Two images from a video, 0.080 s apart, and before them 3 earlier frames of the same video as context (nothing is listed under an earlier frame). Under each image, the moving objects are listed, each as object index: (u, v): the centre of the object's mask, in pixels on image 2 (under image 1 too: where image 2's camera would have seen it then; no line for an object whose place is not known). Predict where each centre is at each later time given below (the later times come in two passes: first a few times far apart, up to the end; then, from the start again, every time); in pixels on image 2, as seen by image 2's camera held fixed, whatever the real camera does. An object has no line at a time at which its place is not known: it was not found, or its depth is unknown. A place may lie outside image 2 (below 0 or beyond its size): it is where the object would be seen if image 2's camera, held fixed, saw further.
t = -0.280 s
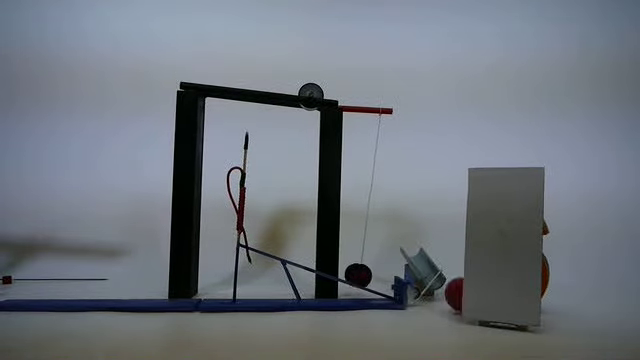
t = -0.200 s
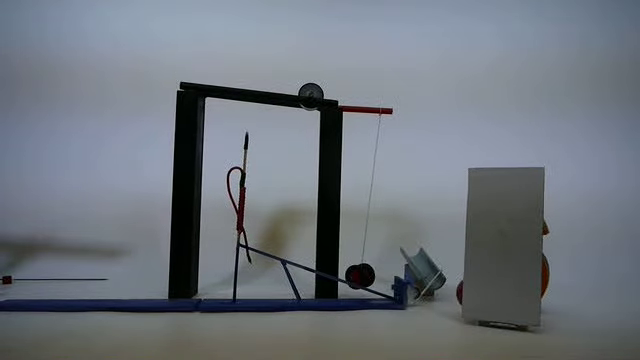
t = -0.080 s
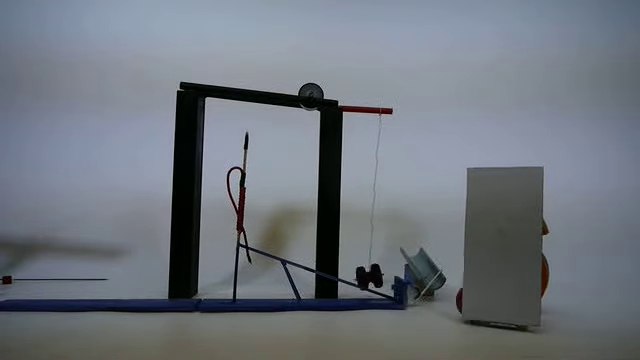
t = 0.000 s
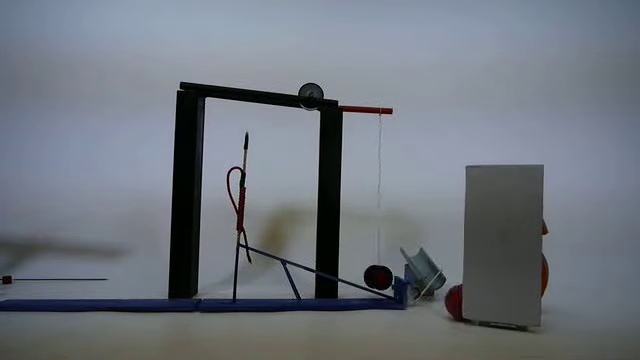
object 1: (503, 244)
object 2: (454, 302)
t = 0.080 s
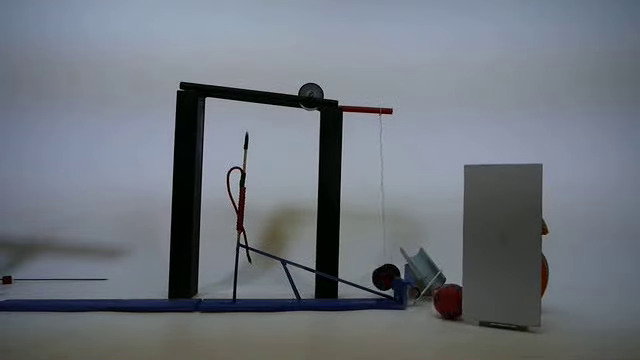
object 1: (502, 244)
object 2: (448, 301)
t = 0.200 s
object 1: (502, 243)
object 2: (435, 299)
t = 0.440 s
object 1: (501, 243)
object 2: (414, 298)
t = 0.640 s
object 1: (500, 243)
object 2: (411, 299)
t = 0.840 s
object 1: (493, 253)
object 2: (408, 300)
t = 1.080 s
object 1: (481, 343)
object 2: (404, 301)
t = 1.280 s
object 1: (481, 343)
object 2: (404, 301)
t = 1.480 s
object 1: (481, 343)
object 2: (404, 302)
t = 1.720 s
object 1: (481, 343)
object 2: (404, 301)
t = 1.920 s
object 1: (481, 343)
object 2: (404, 301)
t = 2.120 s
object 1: (481, 343)
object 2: (404, 301)
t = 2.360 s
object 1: (481, 343)
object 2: (404, 302)
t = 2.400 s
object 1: (481, 343)
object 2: (404, 302)
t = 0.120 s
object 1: (502, 243)
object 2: (445, 301)
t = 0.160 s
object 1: (502, 243)
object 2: (440, 300)
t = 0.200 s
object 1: (502, 243)
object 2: (435, 299)
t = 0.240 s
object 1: (502, 243)
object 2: (430, 299)
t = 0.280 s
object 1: (502, 243)
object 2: (425, 298)
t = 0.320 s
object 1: (502, 243)
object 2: (421, 297)
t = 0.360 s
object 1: (502, 243)
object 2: (416, 297)
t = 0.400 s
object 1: (502, 243)
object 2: (415, 297)
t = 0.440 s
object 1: (501, 243)
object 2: (414, 298)
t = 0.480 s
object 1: (501, 243)
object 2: (414, 298)
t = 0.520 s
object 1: (501, 243)
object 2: (413, 298)
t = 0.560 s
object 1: (501, 243)
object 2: (413, 299)
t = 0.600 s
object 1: (501, 243)
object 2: (412, 299)
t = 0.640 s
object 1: (500, 243)
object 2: (411, 299)
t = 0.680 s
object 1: (499, 243)
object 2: (411, 299)
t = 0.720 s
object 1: (498, 244)
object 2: (411, 299)
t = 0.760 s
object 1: (497, 245)
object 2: (409, 300)
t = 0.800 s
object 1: (495, 248)
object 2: (409, 300)
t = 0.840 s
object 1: (493, 253)
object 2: (408, 300)
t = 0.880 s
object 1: (489, 263)
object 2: (408, 300)
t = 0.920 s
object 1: (485, 284)
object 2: (407, 300)
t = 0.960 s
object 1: (481, 314)
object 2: (407, 300)
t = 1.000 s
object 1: (481, 343)
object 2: (406, 301)
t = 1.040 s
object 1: (482, 343)
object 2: (405, 301)
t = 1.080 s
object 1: (481, 343)
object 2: (404, 301)
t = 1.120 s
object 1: (481, 343)
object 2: (404, 301)
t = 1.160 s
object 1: (481, 343)
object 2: (404, 301)
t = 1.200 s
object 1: (481, 343)
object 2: (403, 301)
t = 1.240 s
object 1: (481, 343)
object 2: (404, 301)
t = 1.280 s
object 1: (481, 343)
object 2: (404, 301)
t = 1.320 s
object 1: (481, 343)
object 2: (404, 301)
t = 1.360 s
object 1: (481, 343)
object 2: (404, 302)
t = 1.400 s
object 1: (481, 343)
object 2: (404, 302)
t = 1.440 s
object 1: (481, 343)
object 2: (404, 302)
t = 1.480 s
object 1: (481, 343)
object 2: (404, 302)
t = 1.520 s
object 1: (481, 343)
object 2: (404, 302)
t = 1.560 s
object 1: (481, 343)
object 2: (404, 302)
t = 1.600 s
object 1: (481, 343)
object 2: (404, 302)
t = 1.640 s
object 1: (481, 343)
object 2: (404, 301)
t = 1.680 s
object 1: (481, 343)
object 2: (404, 301)
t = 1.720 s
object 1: (481, 343)
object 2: (404, 301)
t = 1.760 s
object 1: (481, 343)
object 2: (404, 301)
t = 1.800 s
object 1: (481, 343)
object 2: (404, 301)
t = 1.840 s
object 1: (481, 343)
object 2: (404, 301)
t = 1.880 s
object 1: (481, 343)
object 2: (404, 301)
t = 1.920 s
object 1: (481, 343)
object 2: (404, 301)
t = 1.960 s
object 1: (481, 343)
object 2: (404, 301)
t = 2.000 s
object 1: (481, 343)
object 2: (404, 301)
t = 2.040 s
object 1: (481, 343)
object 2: (404, 301)
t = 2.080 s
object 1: (481, 343)
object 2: (404, 301)
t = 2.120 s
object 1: (481, 343)
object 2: (404, 301)
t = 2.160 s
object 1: (481, 343)
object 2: (404, 301)
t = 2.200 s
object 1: (481, 343)
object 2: (404, 301)
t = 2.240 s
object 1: (481, 343)
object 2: (404, 301)
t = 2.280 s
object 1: (481, 343)
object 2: (404, 302)
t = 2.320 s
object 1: (481, 343)
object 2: (404, 302)
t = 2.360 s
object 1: (481, 343)
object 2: (404, 302)
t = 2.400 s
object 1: (481, 343)
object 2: (404, 302)
